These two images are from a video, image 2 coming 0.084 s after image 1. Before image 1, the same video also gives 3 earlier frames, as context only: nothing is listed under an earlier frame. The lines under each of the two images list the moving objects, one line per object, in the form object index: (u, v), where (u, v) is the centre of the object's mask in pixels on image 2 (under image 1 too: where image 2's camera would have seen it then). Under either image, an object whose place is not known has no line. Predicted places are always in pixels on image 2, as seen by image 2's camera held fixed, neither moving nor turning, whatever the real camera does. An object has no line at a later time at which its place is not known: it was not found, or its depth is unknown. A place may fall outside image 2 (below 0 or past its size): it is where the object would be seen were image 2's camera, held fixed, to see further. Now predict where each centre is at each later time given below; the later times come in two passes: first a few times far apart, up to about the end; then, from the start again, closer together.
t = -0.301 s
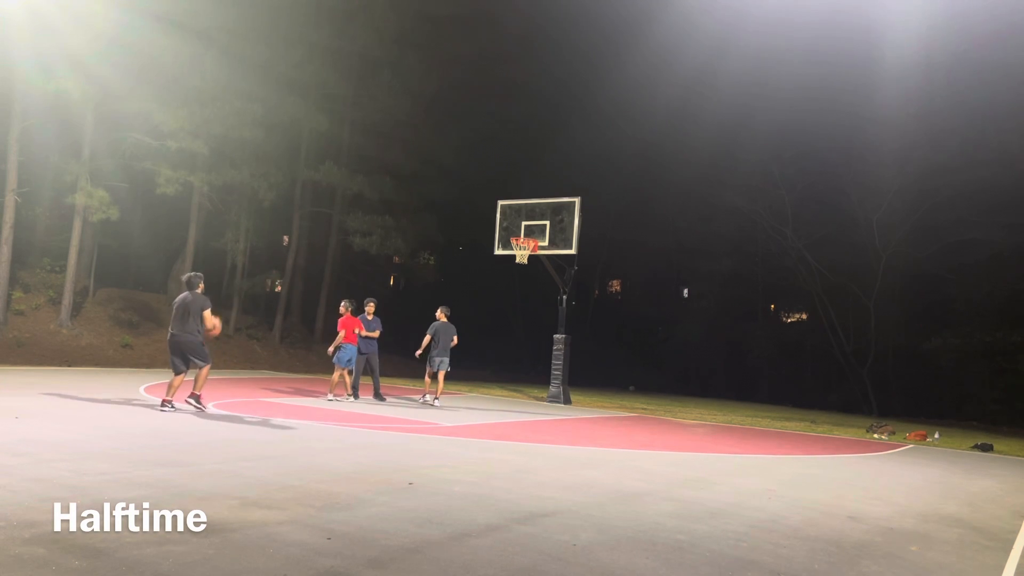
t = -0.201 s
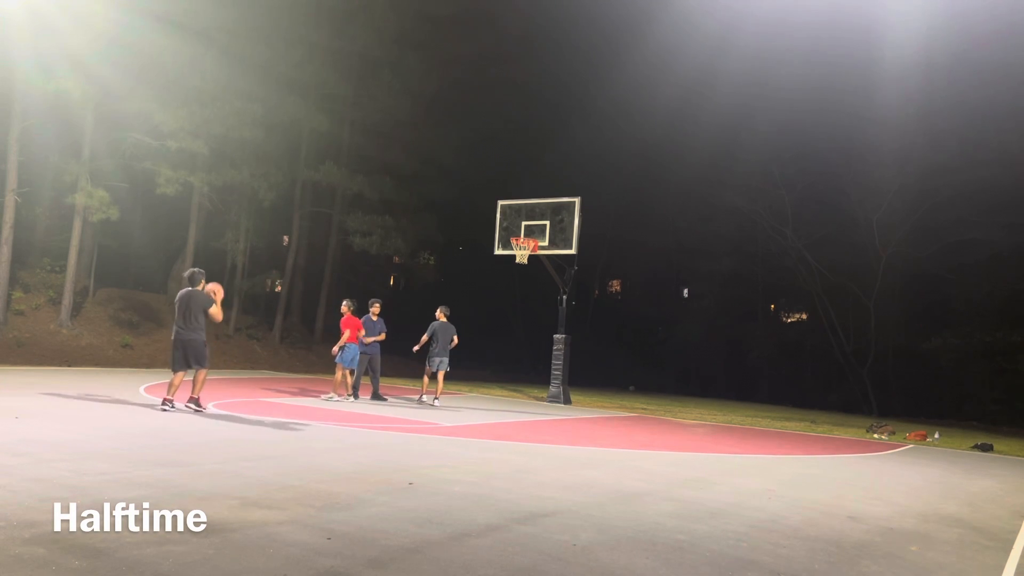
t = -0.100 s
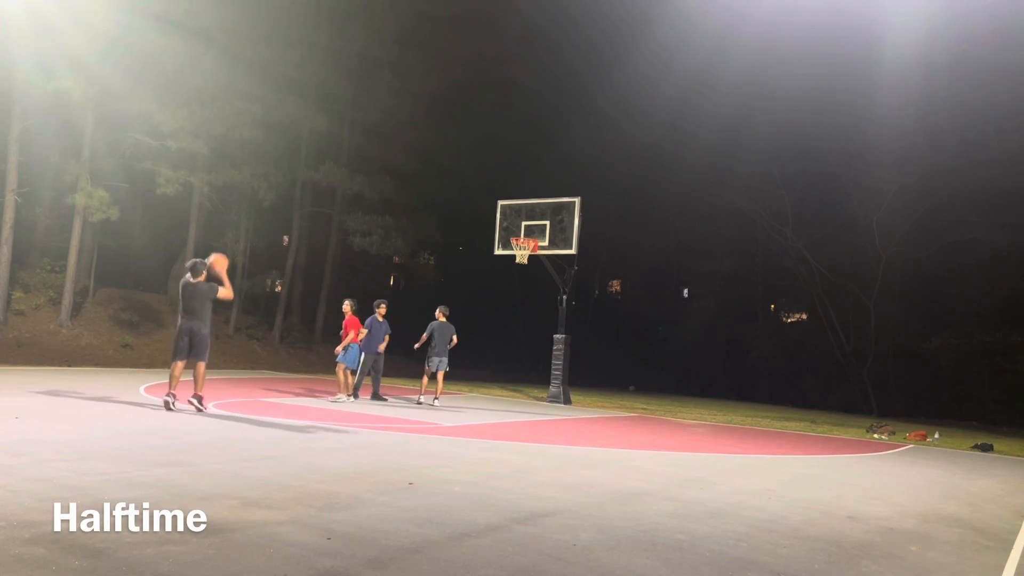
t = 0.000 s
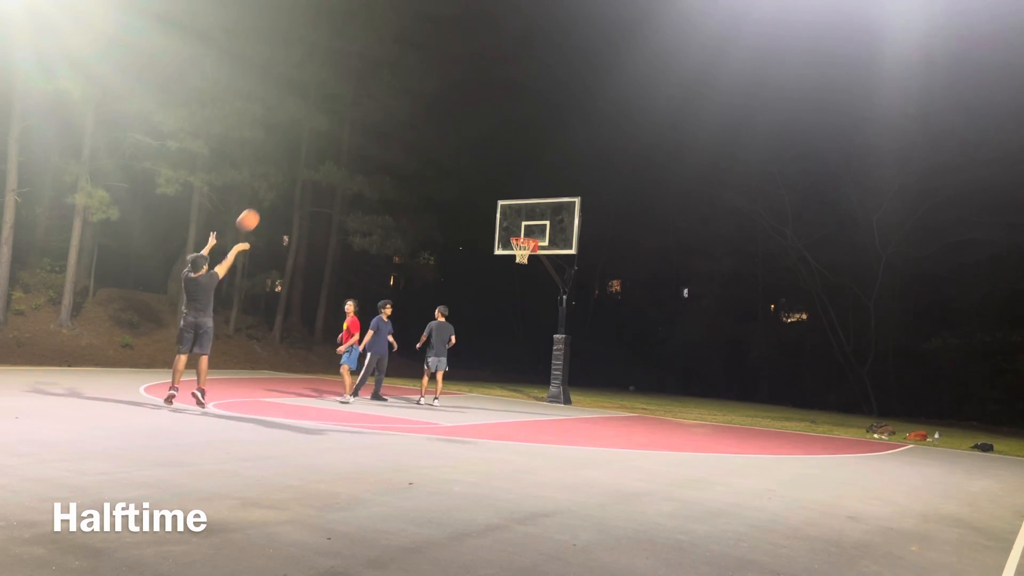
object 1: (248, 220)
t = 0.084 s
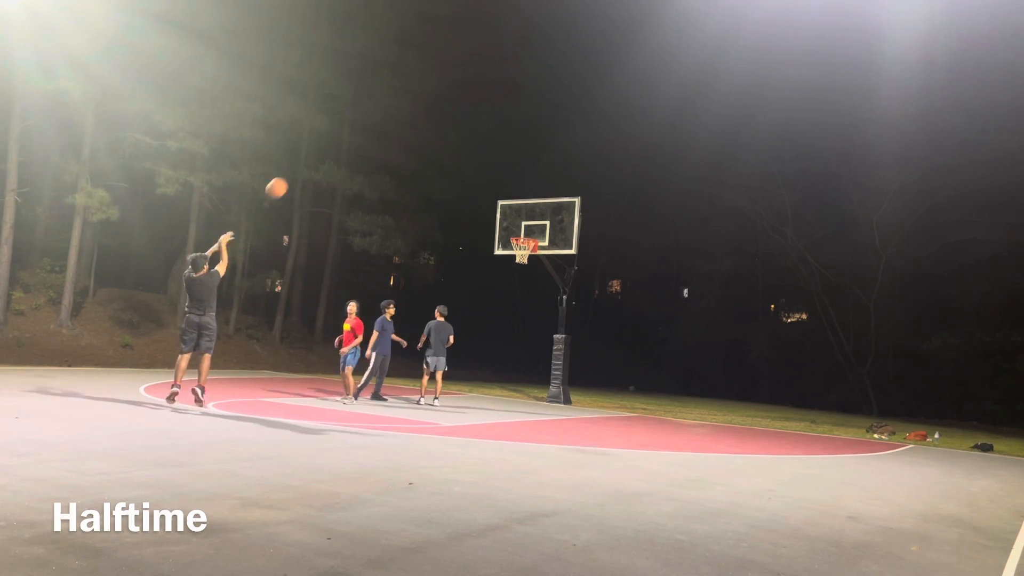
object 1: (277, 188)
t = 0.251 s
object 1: (326, 144)
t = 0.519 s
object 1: (392, 119)
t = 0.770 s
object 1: (441, 135)
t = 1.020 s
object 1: (481, 184)
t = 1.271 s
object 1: (489, 238)
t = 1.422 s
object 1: (450, 249)
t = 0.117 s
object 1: (287, 177)
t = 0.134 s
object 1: (293, 172)
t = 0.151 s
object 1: (298, 167)
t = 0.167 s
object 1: (303, 163)
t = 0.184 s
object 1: (308, 158)
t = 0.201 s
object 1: (312, 155)
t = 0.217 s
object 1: (317, 151)
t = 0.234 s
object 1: (322, 147)
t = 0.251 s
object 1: (326, 144)
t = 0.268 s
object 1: (331, 141)
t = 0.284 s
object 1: (336, 138)
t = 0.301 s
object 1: (340, 135)
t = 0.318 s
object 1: (344, 133)
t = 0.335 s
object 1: (349, 131)
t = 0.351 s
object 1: (353, 128)
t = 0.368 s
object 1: (357, 127)
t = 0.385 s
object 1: (361, 125)
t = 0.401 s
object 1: (365, 124)
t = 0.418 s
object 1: (369, 122)
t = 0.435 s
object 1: (373, 121)
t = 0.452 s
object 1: (377, 120)
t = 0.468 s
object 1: (381, 120)
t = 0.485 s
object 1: (385, 119)
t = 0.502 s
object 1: (388, 119)
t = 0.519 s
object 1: (392, 119)
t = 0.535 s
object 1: (396, 119)
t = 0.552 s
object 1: (399, 119)
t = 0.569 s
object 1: (403, 119)
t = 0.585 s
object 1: (407, 120)
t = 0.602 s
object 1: (410, 120)
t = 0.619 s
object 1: (413, 121)
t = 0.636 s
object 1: (417, 122)
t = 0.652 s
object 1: (420, 123)
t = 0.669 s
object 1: (423, 125)
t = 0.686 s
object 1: (426, 126)
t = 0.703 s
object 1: (429, 128)
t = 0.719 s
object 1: (433, 129)
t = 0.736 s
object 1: (435, 131)
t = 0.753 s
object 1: (438, 133)
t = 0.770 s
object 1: (441, 135)
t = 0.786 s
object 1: (445, 138)
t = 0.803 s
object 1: (447, 140)
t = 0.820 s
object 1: (450, 143)
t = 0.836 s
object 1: (453, 146)
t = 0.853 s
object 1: (456, 148)
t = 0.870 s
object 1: (458, 151)
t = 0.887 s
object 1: (461, 154)
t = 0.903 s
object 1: (464, 158)
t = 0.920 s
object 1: (466, 161)
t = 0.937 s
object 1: (469, 165)
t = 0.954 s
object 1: (472, 168)
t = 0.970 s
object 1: (474, 172)
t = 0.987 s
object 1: (477, 176)
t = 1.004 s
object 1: (479, 180)
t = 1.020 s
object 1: (481, 184)
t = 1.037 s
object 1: (484, 188)
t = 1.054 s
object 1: (486, 192)
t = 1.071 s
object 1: (489, 196)
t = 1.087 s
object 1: (491, 201)
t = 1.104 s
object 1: (493, 205)
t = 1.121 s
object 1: (495, 210)
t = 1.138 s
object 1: (498, 215)
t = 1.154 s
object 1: (500, 219)
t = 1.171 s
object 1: (502, 224)
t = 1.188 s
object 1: (505, 229)
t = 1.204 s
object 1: (506, 234)
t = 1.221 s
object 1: (505, 236)
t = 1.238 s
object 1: (500, 236)
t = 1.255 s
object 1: (495, 237)
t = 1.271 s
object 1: (489, 238)
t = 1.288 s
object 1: (486, 238)
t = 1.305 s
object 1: (481, 239)
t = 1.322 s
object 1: (477, 240)
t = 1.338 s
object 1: (472, 241)
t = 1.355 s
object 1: (468, 243)
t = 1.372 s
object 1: (464, 244)
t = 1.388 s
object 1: (459, 246)
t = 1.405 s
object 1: (455, 247)
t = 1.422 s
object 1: (450, 249)
